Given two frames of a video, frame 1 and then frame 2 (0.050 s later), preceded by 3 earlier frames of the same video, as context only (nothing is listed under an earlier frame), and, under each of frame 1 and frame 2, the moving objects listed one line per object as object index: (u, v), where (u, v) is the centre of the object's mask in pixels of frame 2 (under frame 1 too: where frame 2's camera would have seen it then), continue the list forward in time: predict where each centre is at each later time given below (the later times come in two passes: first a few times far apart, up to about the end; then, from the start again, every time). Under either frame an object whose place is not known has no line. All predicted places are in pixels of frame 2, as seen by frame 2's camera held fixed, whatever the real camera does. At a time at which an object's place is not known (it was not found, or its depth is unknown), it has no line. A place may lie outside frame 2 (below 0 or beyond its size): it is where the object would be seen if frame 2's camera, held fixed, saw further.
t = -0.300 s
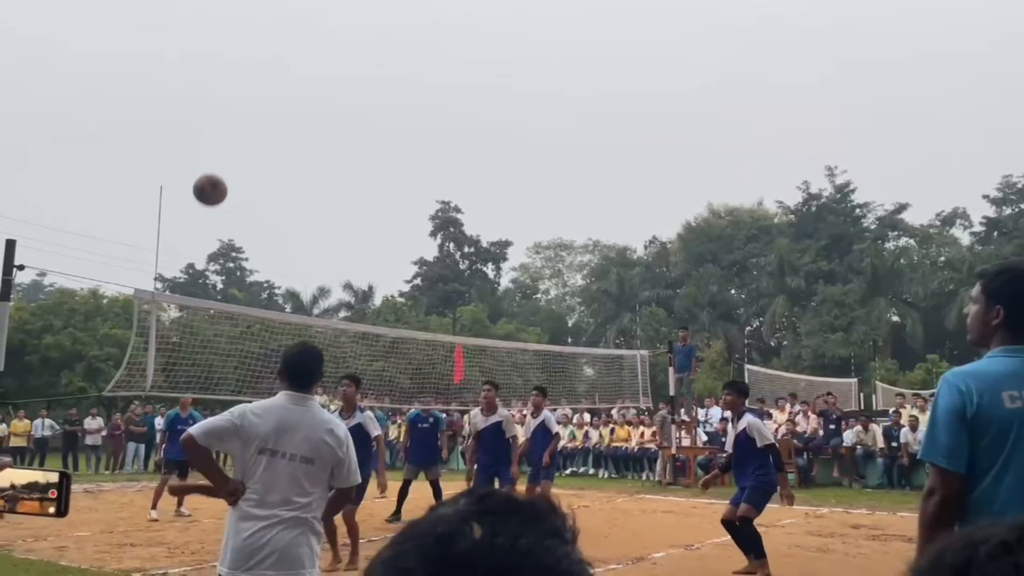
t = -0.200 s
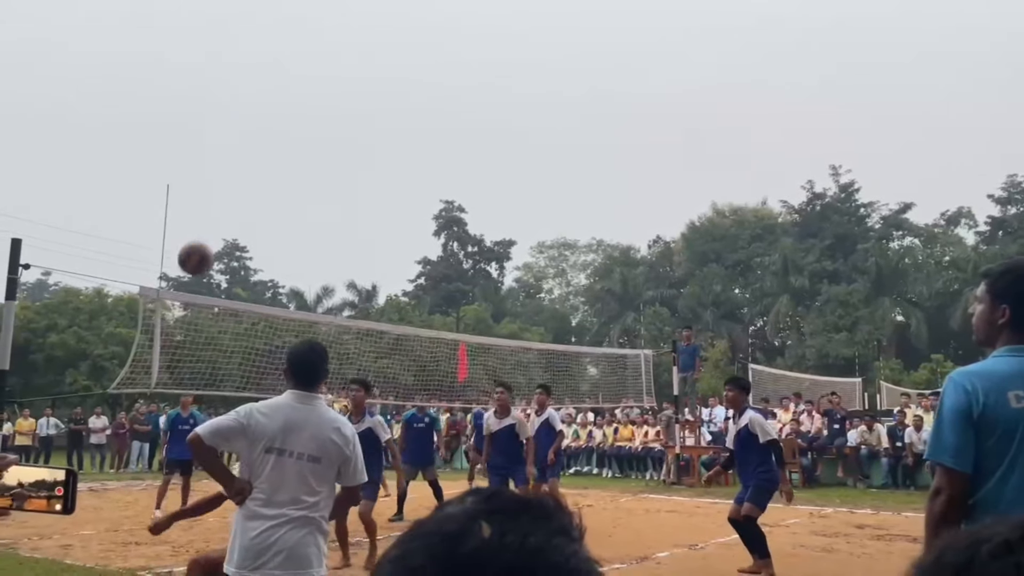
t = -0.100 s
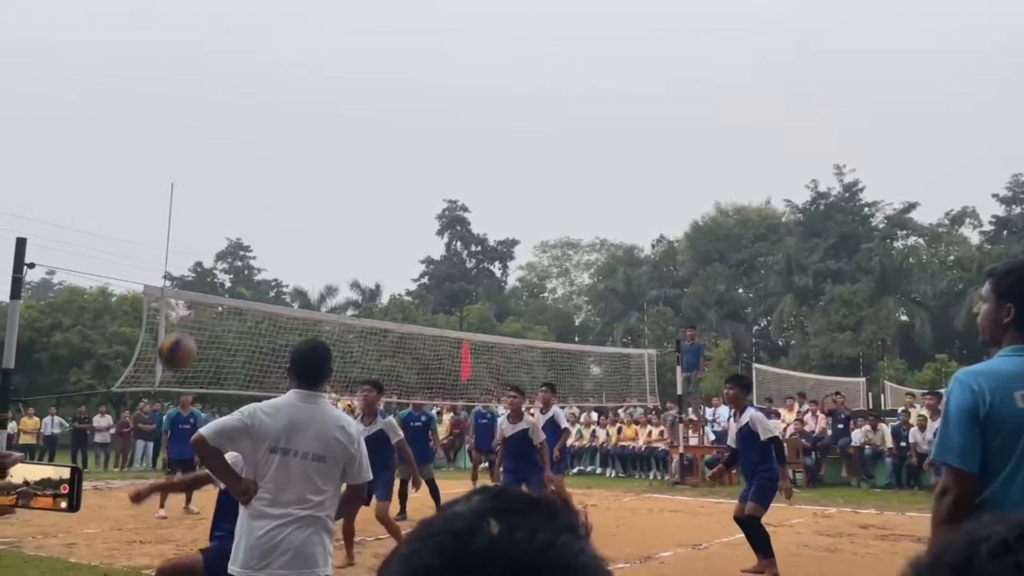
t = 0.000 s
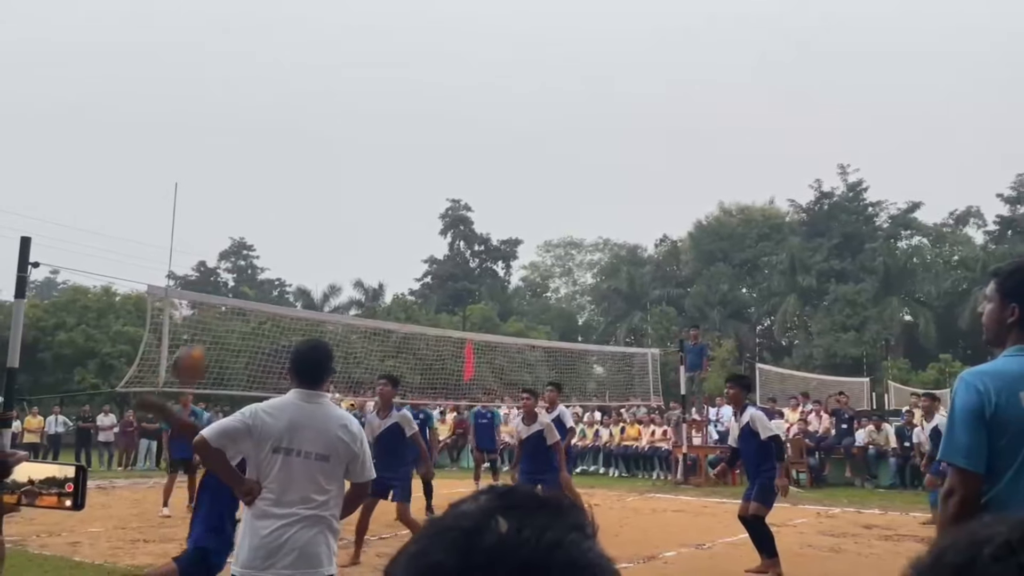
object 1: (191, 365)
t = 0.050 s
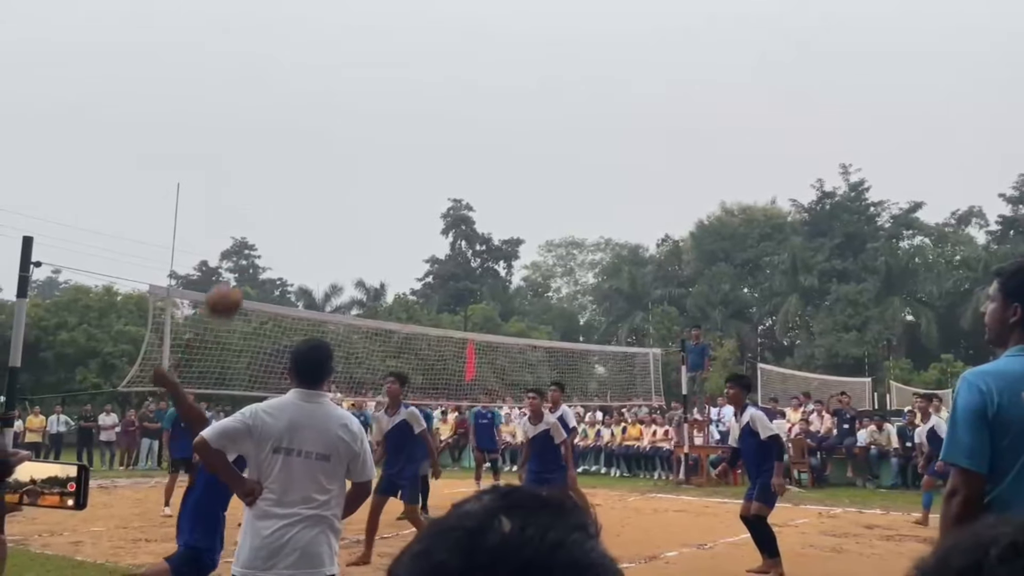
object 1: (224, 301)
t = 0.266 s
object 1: (330, 127)
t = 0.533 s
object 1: (421, 45)
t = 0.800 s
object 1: (488, 53)
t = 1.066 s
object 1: (540, 124)
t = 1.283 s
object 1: (575, 216)
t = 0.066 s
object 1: (233, 284)
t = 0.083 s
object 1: (243, 267)
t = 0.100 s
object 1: (252, 249)
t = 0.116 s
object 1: (261, 233)
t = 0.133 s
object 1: (269, 219)
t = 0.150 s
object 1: (278, 205)
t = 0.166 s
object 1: (286, 192)
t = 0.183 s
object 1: (294, 179)
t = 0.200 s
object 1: (302, 167)
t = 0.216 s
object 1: (309, 156)
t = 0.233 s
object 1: (316, 146)
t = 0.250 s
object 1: (323, 136)
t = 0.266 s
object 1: (330, 127)
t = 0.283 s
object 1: (336, 118)
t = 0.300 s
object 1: (343, 110)
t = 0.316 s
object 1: (349, 102)
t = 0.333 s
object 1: (355, 95)
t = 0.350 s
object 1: (361, 88)
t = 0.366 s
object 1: (367, 82)
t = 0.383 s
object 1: (373, 76)
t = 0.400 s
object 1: (379, 71)
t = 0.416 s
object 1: (385, 66)
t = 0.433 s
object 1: (390, 62)
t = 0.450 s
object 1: (395, 58)
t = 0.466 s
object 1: (401, 55)
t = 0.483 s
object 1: (406, 52)
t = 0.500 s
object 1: (411, 49)
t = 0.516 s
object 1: (416, 47)
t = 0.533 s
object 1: (421, 45)
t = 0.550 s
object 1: (425, 43)
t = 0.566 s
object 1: (430, 42)
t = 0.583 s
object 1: (435, 40)
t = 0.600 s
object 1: (439, 40)
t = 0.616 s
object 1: (444, 39)
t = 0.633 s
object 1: (448, 39)
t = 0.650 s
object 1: (452, 39)
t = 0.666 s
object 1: (456, 40)
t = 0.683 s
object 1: (461, 40)
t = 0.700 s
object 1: (465, 41)
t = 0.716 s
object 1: (469, 43)
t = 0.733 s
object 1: (473, 44)
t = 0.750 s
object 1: (477, 46)
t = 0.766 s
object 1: (481, 48)
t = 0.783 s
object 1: (484, 51)
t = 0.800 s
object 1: (488, 53)
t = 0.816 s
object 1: (492, 56)
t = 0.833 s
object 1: (495, 59)
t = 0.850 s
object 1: (499, 62)
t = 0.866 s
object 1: (502, 66)
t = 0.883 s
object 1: (506, 69)
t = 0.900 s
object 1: (509, 73)
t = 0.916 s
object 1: (513, 77)
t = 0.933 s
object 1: (516, 82)
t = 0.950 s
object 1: (519, 87)
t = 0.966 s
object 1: (522, 91)
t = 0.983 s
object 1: (525, 96)
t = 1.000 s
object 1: (528, 101)
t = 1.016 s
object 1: (532, 107)
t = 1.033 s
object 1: (535, 112)
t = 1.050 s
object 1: (538, 118)
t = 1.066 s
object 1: (540, 124)
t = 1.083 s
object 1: (543, 130)
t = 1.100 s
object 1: (546, 137)
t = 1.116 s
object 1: (549, 143)
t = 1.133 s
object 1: (552, 150)
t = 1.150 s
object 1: (555, 156)
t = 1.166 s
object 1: (557, 163)
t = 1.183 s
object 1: (560, 170)
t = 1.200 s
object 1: (562, 177)
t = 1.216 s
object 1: (565, 185)
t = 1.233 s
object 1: (568, 192)
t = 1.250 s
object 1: (570, 200)
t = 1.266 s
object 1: (573, 208)
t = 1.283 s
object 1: (575, 216)
